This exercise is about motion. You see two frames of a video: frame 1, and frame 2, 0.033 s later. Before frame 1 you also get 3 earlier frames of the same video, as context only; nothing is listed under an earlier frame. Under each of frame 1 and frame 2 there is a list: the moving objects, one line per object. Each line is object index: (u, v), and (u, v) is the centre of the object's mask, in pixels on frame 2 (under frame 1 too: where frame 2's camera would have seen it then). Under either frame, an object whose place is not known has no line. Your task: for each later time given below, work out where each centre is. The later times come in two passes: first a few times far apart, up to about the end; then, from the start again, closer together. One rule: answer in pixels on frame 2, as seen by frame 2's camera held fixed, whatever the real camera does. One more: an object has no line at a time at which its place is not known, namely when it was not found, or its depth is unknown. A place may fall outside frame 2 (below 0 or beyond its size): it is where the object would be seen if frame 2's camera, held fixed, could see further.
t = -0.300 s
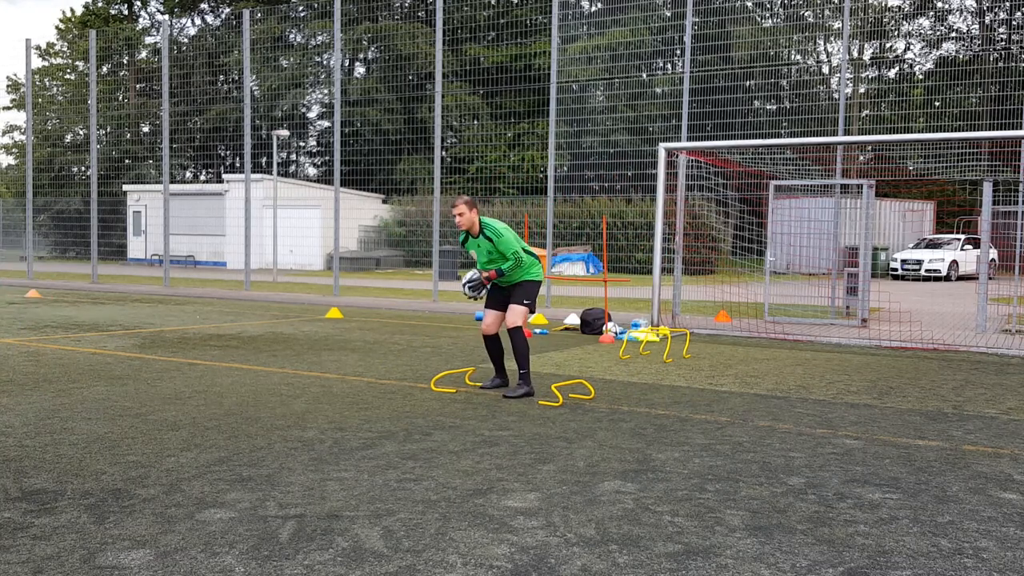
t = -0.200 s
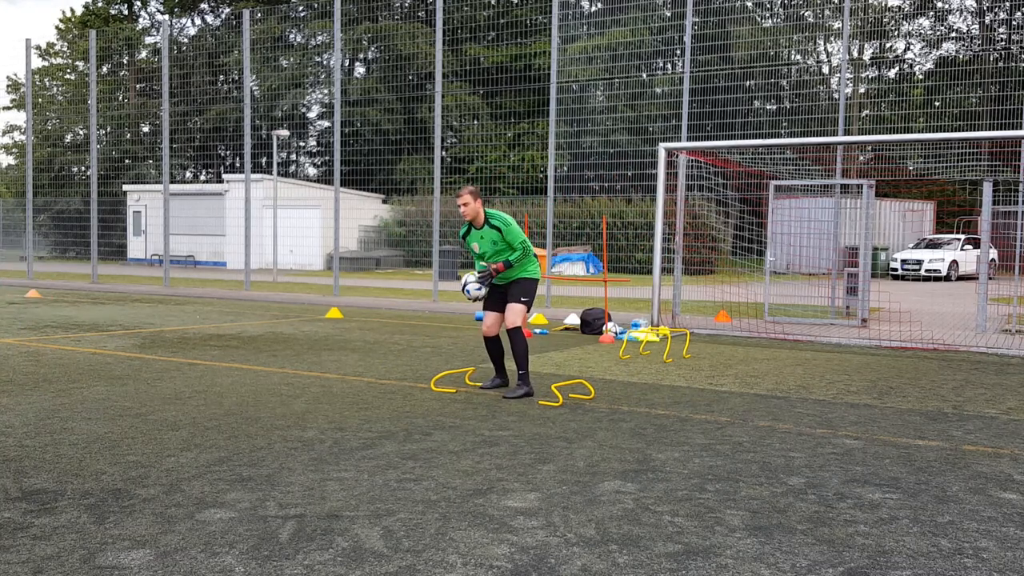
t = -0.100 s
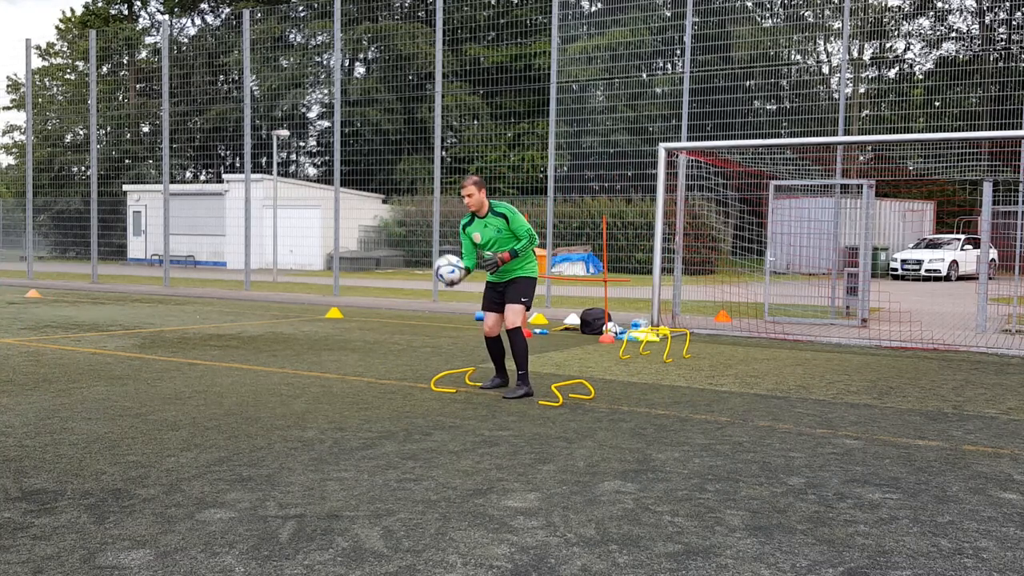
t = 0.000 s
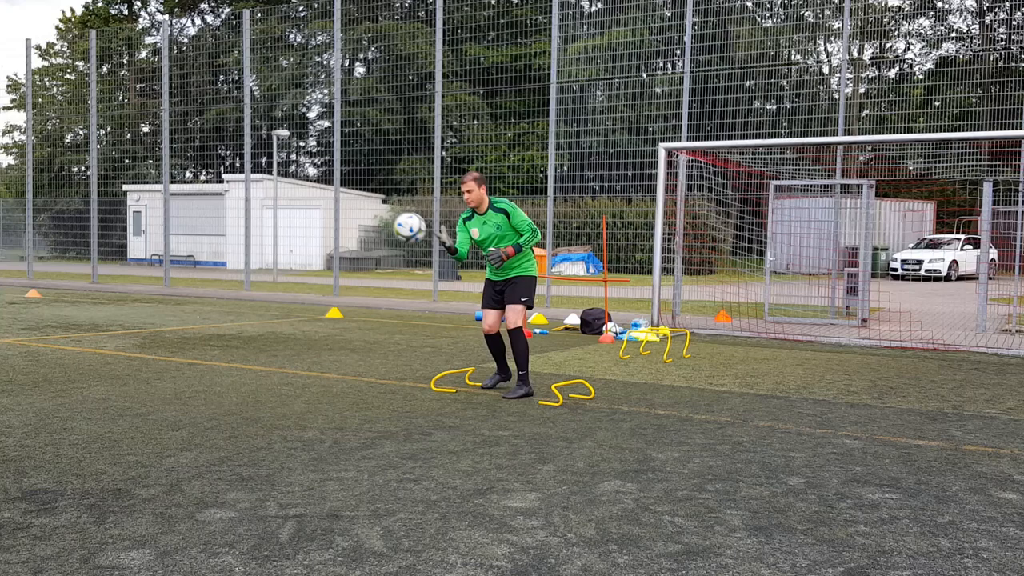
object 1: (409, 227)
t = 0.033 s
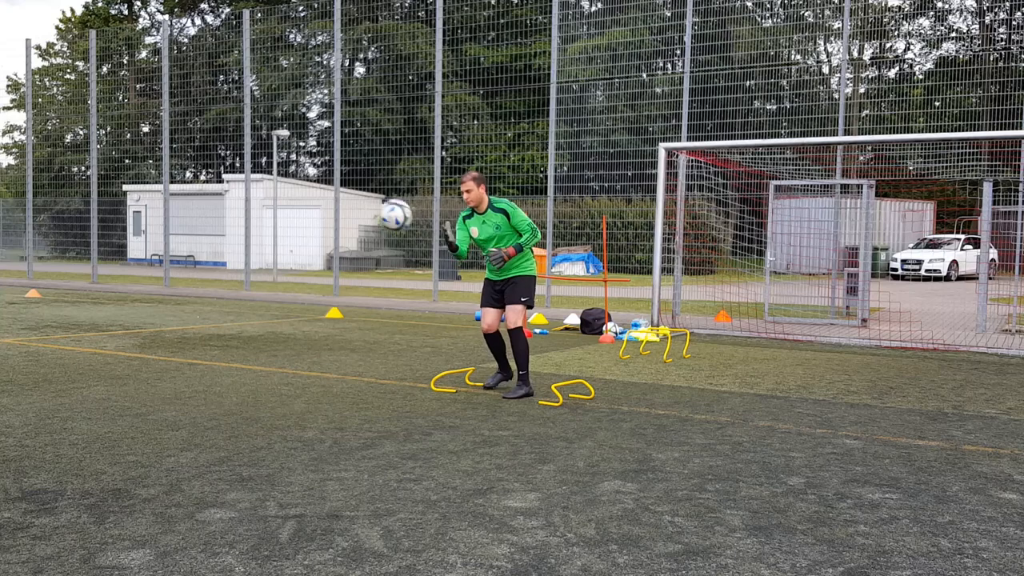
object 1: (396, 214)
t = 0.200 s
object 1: (313, 169)
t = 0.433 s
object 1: (161, 173)
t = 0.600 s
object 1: (20, 252)
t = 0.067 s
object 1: (381, 204)
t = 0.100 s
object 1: (365, 193)
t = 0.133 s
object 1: (349, 183)
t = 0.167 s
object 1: (331, 175)
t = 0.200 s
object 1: (313, 169)
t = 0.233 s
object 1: (294, 164)
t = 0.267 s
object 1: (275, 160)
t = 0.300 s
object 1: (255, 158)
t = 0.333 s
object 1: (233, 159)
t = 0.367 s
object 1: (209, 161)
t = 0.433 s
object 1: (161, 173)
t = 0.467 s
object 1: (135, 182)
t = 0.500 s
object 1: (108, 195)
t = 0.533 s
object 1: (78, 210)
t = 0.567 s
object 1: (48, 229)
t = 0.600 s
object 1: (20, 252)
